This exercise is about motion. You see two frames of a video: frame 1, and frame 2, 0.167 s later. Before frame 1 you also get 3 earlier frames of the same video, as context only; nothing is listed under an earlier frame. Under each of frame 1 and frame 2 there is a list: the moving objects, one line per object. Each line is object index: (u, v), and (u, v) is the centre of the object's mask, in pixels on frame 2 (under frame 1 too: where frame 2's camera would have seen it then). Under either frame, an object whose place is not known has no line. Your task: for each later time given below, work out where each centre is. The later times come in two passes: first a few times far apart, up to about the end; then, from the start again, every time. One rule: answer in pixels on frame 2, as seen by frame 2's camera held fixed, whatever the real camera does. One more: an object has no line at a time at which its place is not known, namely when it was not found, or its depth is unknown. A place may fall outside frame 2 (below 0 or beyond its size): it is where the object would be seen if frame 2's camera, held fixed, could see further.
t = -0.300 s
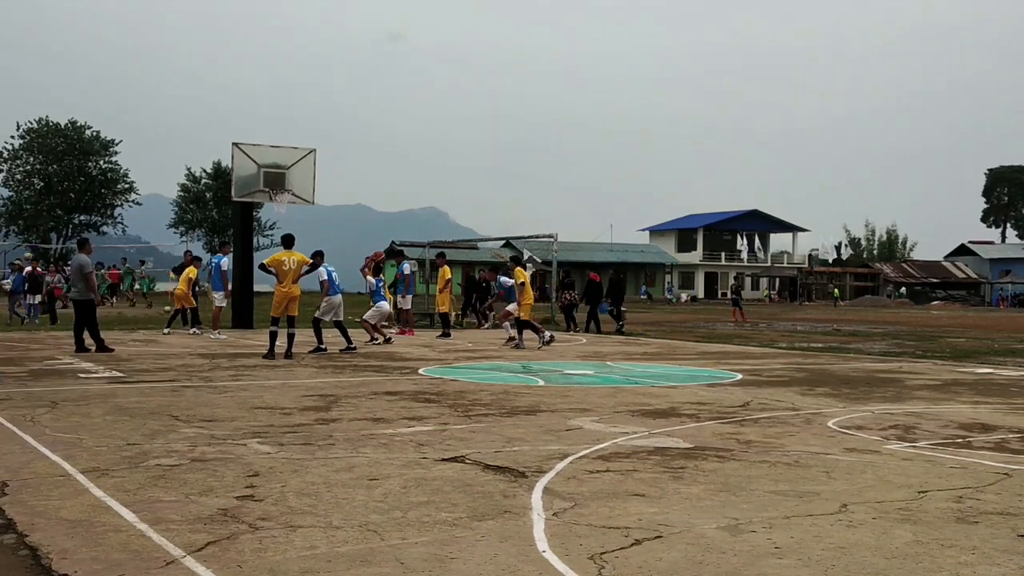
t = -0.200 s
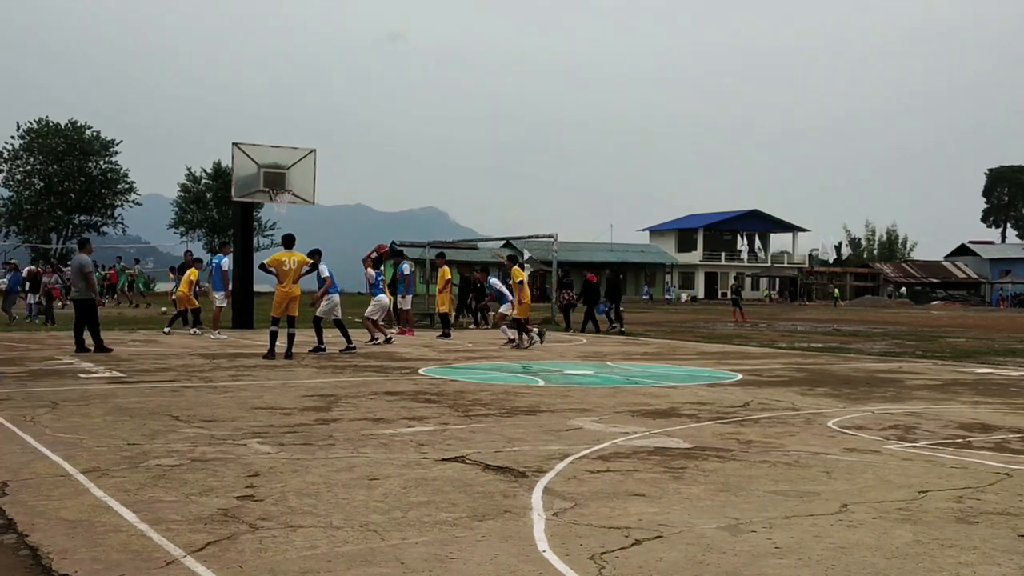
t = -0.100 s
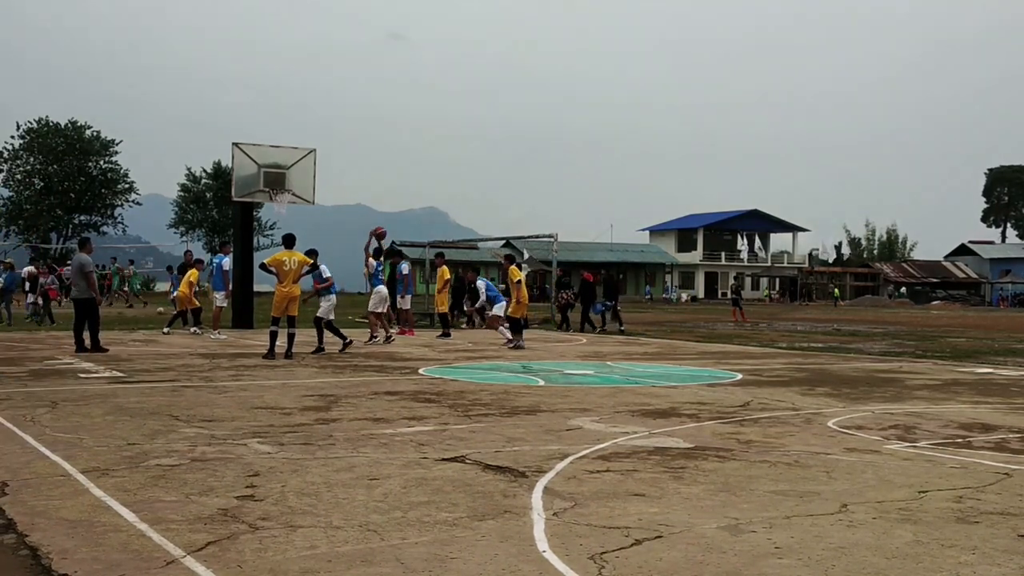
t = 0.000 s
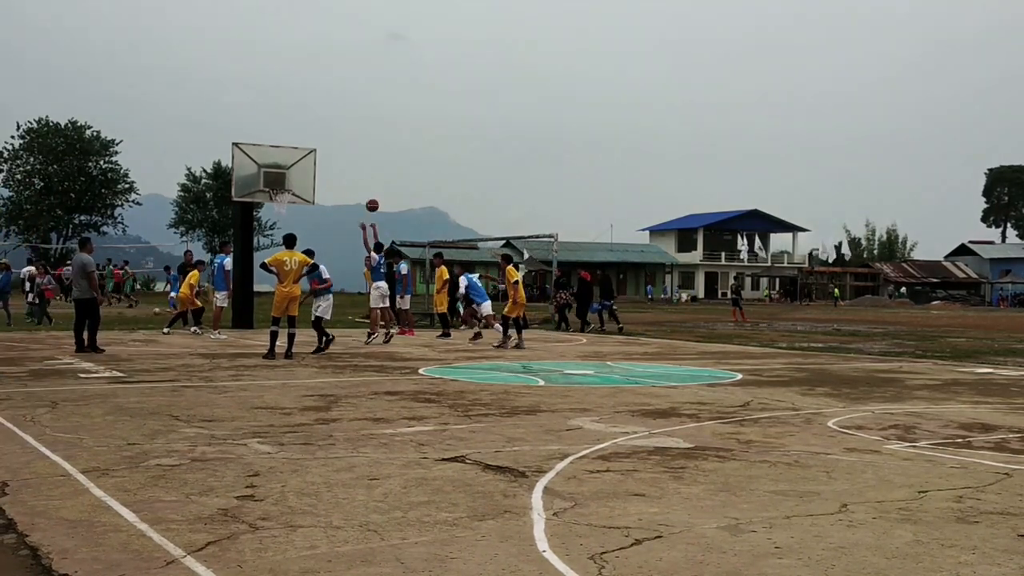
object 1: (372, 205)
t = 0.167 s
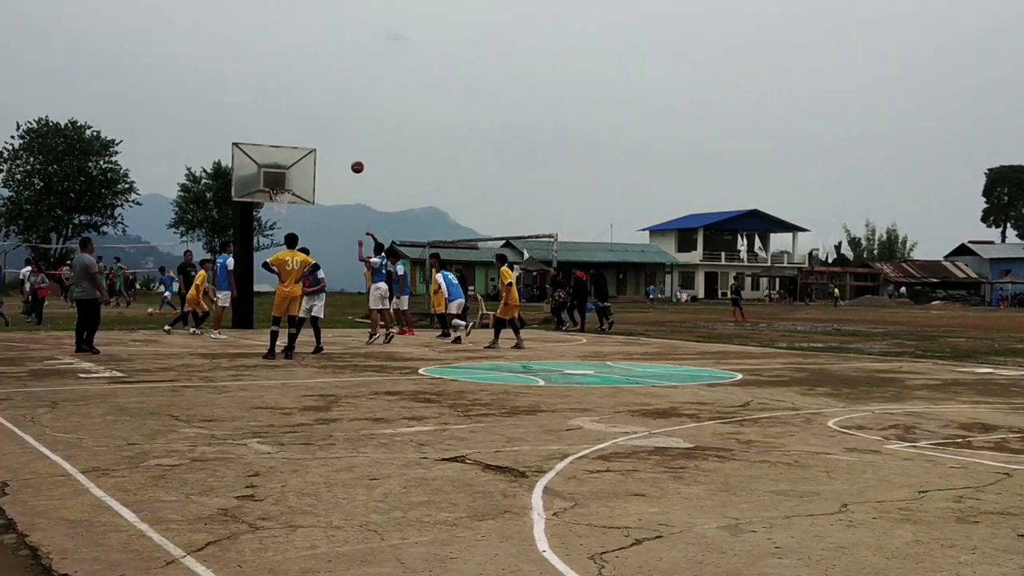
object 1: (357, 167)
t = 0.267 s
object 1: (349, 152)
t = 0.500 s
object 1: (329, 137)
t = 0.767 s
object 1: (309, 154)
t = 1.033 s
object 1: (302, 186)
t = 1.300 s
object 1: (336, 195)
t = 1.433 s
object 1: (353, 210)
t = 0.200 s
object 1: (354, 161)
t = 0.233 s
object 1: (351, 156)
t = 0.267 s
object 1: (349, 152)
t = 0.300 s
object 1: (346, 148)
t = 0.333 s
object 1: (343, 145)
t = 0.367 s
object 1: (340, 142)
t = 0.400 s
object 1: (337, 140)
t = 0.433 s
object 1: (335, 139)
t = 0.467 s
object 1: (332, 138)
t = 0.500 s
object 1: (329, 137)
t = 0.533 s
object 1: (327, 137)
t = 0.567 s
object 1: (324, 138)
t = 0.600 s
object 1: (321, 140)
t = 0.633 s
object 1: (319, 142)
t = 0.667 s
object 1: (316, 144)
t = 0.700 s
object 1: (314, 147)
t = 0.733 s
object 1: (311, 150)
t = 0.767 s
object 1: (309, 154)
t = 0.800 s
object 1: (307, 158)
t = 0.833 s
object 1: (304, 164)
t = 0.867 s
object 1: (301, 169)
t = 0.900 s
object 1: (299, 174)
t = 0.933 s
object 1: (297, 181)
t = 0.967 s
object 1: (295, 187)
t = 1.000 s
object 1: (299, 186)
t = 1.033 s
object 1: (302, 186)
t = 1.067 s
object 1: (305, 186)
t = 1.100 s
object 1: (309, 187)
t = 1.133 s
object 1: (313, 188)
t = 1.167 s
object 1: (318, 188)
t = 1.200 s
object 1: (322, 189)
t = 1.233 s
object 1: (327, 191)
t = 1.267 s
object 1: (331, 193)
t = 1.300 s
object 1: (336, 195)
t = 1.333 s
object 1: (340, 198)
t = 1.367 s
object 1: (345, 202)
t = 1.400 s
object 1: (349, 206)
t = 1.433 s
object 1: (353, 210)
